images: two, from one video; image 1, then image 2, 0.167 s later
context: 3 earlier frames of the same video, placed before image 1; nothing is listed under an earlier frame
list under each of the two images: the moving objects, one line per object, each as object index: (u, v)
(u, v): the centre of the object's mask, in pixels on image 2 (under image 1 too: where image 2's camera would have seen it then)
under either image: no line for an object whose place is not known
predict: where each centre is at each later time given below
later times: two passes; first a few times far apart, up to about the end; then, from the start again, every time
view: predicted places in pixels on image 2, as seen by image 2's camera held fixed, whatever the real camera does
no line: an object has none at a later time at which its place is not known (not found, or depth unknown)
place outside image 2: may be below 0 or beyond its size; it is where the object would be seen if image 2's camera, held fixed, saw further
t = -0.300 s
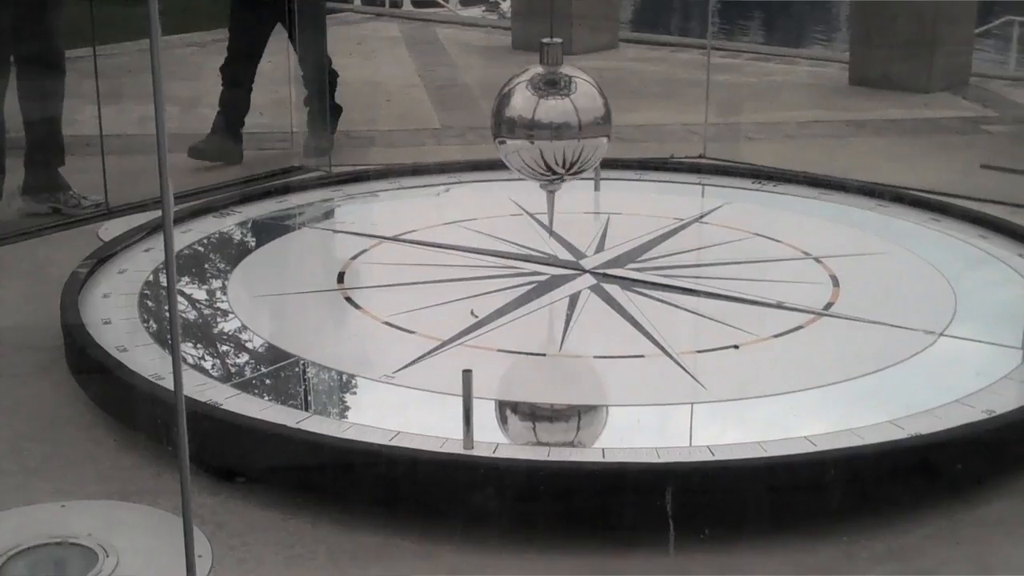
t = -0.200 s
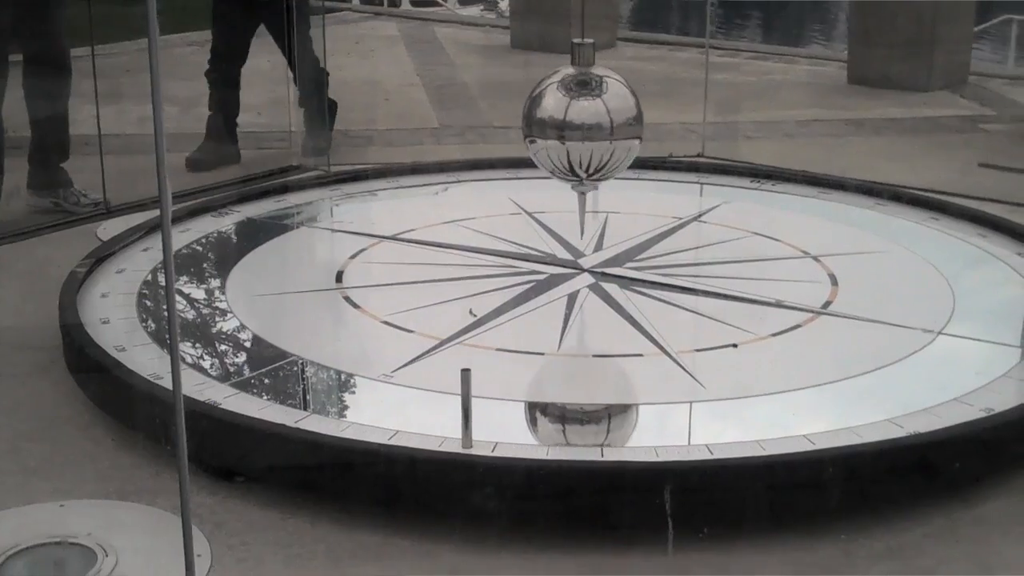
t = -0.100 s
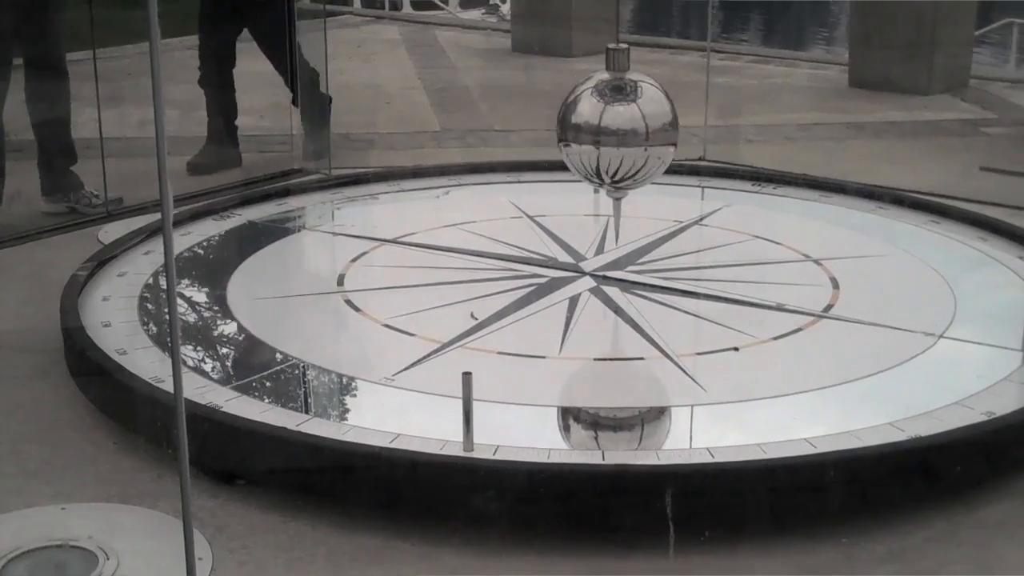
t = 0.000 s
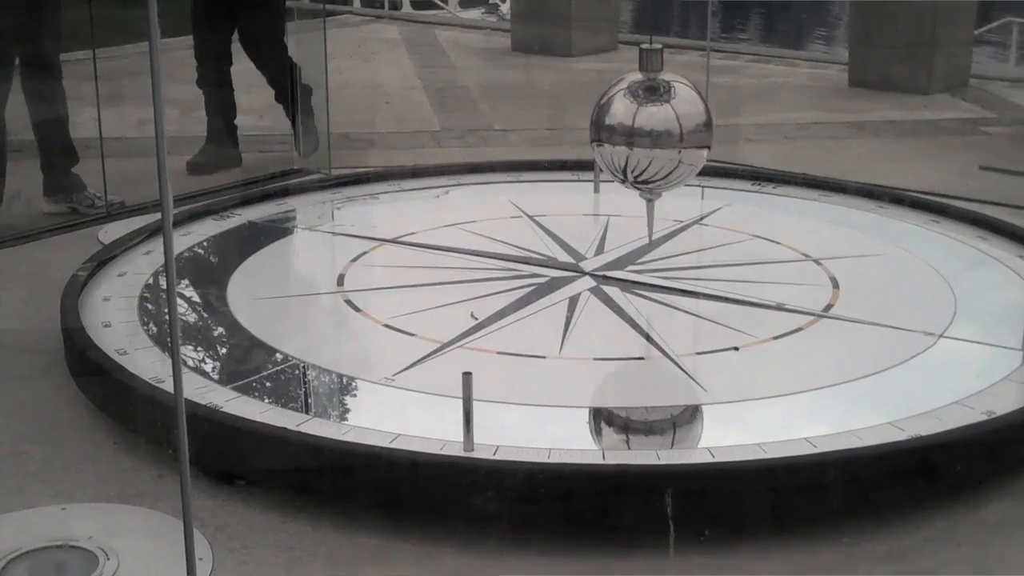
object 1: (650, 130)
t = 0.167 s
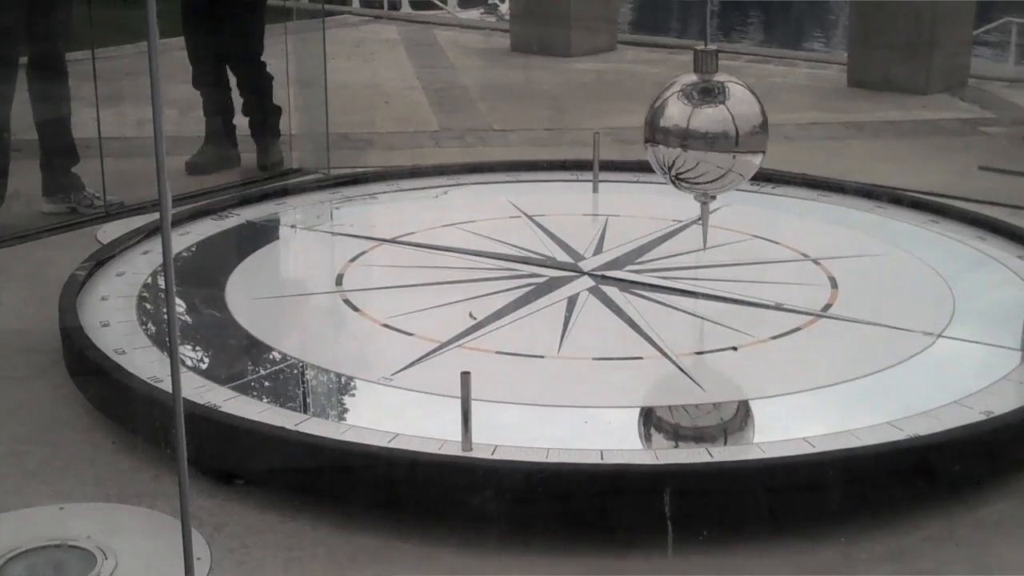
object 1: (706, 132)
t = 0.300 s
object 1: (750, 134)
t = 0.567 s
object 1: (830, 135)
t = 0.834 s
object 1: (900, 135)
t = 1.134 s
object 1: (959, 135)
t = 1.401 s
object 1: (984, 134)
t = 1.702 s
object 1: (987, 134)
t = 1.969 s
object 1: (965, 135)
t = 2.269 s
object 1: (912, 135)
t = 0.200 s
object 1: (717, 133)
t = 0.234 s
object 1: (728, 133)
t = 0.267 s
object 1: (739, 133)
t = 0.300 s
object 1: (750, 134)
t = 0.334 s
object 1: (760, 134)
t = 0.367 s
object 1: (771, 134)
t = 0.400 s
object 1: (781, 134)
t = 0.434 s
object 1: (791, 134)
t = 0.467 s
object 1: (801, 135)
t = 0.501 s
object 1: (811, 135)
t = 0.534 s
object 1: (821, 135)
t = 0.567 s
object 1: (830, 135)
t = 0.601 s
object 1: (841, 136)
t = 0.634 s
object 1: (849, 135)
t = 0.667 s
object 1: (858, 135)
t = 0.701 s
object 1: (867, 135)
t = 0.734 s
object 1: (876, 135)
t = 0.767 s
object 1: (884, 135)
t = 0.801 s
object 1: (892, 135)
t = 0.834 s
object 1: (900, 135)
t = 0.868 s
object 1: (908, 135)
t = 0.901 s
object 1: (915, 135)
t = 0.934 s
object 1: (922, 135)
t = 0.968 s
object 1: (929, 135)
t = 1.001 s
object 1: (936, 135)
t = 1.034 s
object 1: (942, 135)
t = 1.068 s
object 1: (948, 135)
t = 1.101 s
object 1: (953, 135)
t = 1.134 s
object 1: (959, 135)
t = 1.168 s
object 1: (963, 135)
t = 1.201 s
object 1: (968, 135)
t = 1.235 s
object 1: (971, 135)
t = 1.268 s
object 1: (975, 135)
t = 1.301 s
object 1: (977, 135)
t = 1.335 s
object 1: (980, 134)
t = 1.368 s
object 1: (983, 135)
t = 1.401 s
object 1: (984, 134)
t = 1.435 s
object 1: (986, 134)
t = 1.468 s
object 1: (988, 134)
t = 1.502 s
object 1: (989, 134)
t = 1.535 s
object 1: (990, 134)
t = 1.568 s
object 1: (990, 134)
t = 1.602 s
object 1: (990, 134)
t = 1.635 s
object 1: (989, 134)
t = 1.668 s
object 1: (988, 134)
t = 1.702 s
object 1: (987, 134)
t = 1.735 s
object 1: (985, 134)
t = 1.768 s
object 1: (985, 134)
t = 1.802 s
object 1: (983, 134)
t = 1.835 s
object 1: (979, 134)
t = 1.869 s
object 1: (977, 134)
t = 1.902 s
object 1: (974, 134)
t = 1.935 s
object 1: (970, 135)
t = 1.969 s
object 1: (965, 135)
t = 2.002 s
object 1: (961, 135)
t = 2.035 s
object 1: (956, 134)
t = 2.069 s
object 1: (950, 135)
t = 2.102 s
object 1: (944, 135)
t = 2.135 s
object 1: (937, 135)
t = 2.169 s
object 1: (930, 135)
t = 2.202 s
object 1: (924, 135)
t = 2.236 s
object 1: (917, 135)
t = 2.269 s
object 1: (912, 135)
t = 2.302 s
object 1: (904, 135)
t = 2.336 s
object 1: (897, 135)
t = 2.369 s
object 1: (888, 136)
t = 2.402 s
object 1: (880, 135)
